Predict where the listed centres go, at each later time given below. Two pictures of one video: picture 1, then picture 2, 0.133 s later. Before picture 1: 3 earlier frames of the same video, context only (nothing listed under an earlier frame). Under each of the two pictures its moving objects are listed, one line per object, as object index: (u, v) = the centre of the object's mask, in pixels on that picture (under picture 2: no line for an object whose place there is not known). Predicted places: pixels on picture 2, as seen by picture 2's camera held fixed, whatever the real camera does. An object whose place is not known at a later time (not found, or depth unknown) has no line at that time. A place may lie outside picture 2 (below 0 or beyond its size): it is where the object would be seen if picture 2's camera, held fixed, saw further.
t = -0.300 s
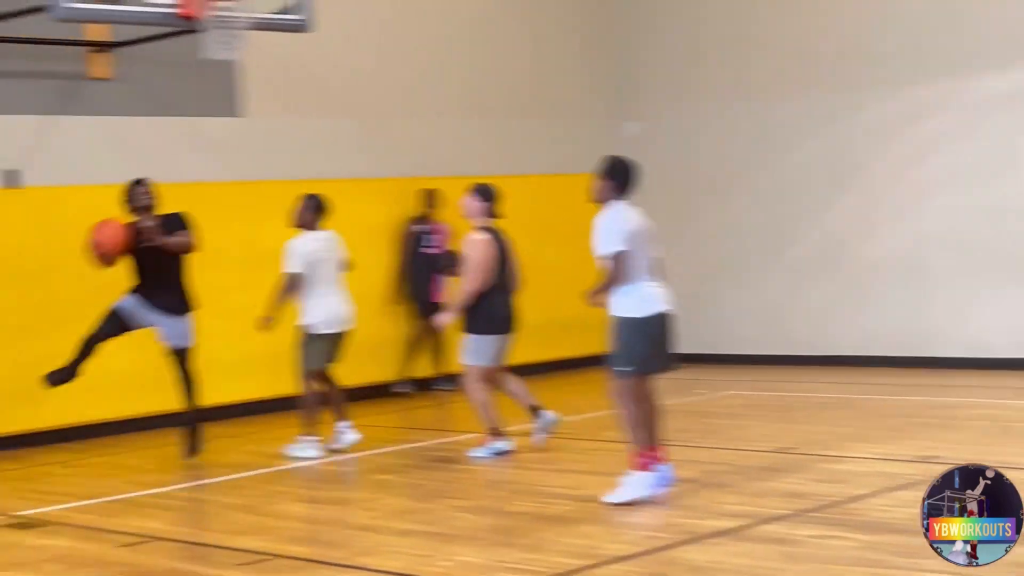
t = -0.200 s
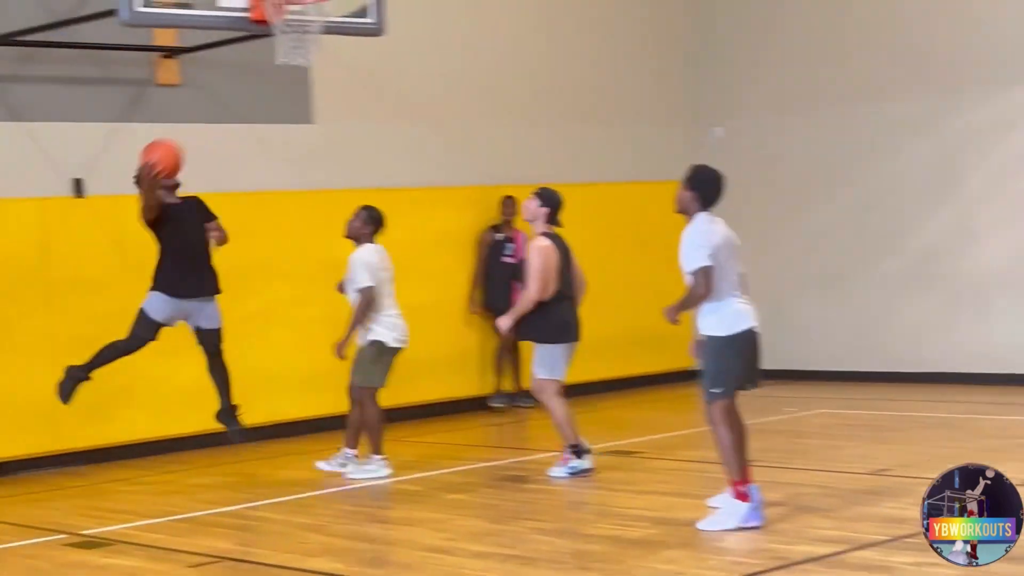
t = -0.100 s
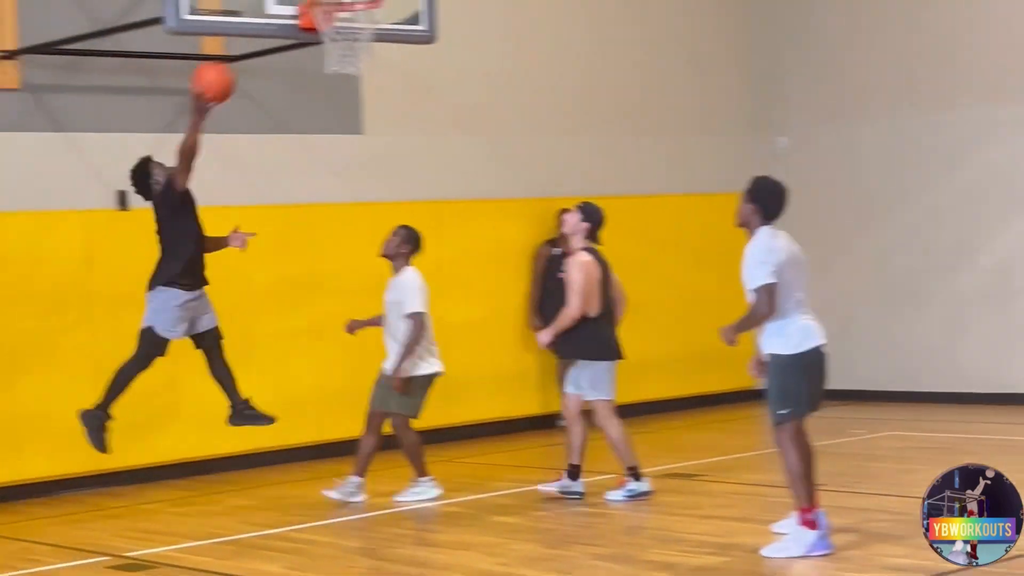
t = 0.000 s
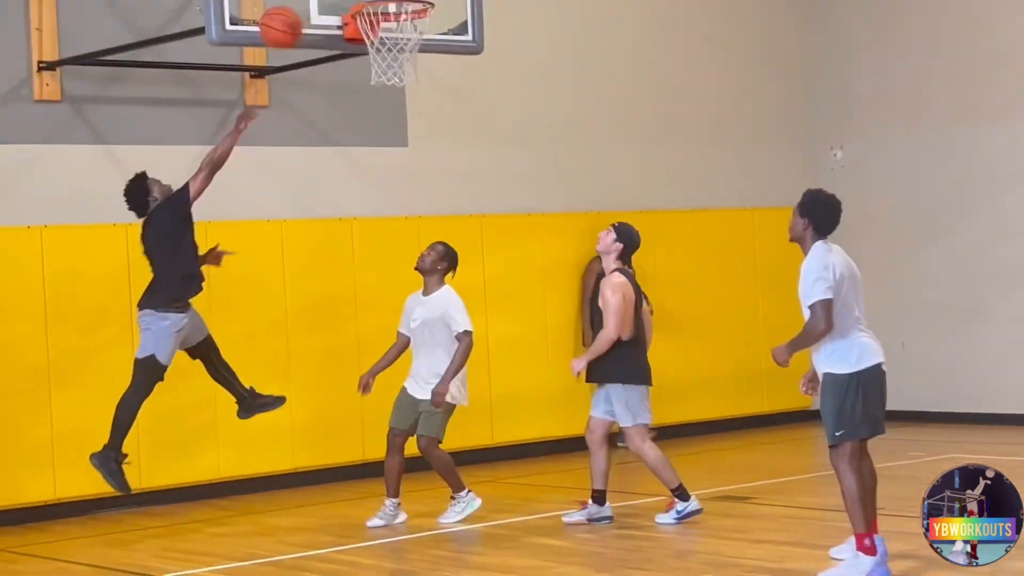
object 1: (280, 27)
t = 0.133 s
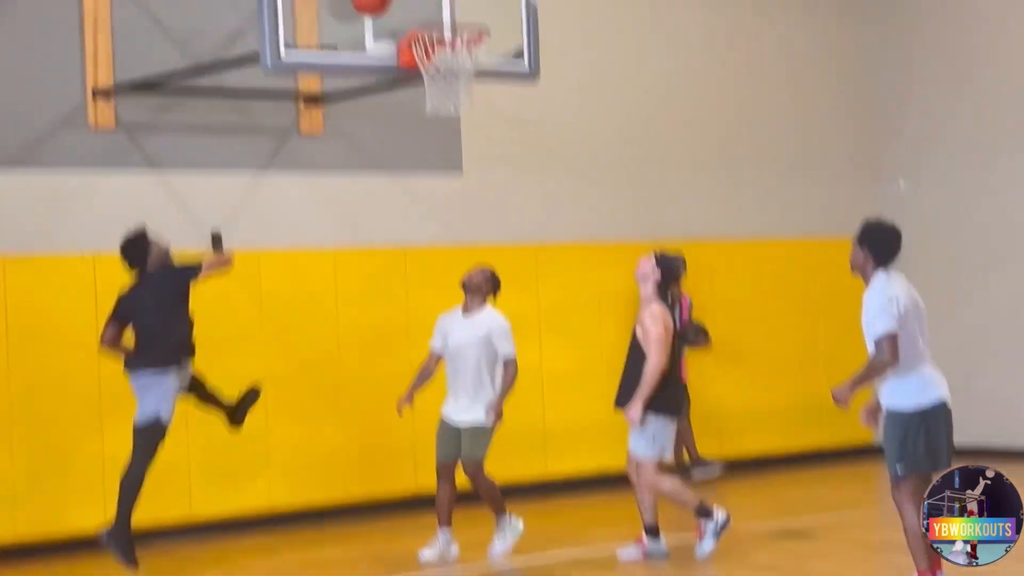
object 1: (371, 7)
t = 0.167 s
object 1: (380, -6)
